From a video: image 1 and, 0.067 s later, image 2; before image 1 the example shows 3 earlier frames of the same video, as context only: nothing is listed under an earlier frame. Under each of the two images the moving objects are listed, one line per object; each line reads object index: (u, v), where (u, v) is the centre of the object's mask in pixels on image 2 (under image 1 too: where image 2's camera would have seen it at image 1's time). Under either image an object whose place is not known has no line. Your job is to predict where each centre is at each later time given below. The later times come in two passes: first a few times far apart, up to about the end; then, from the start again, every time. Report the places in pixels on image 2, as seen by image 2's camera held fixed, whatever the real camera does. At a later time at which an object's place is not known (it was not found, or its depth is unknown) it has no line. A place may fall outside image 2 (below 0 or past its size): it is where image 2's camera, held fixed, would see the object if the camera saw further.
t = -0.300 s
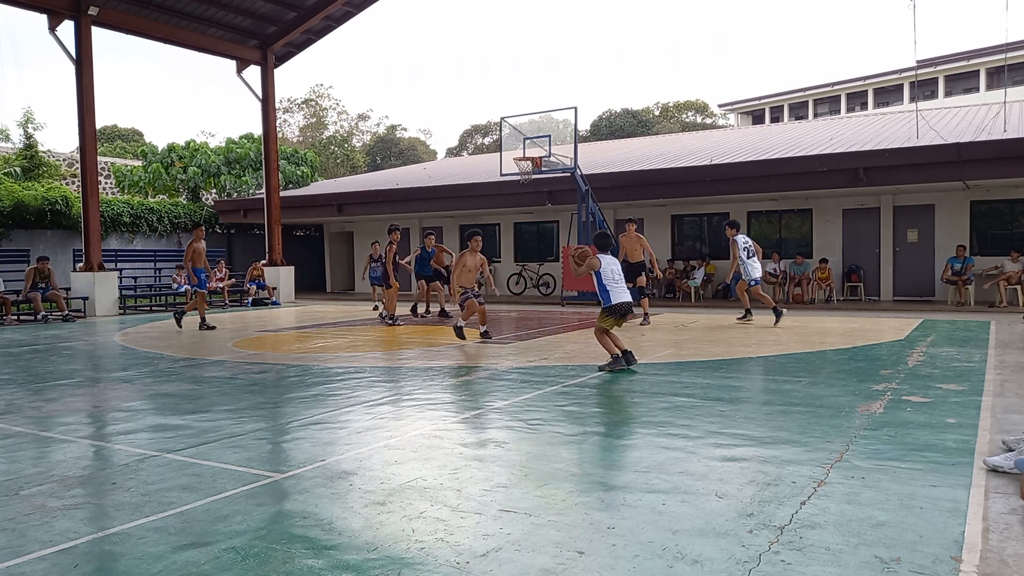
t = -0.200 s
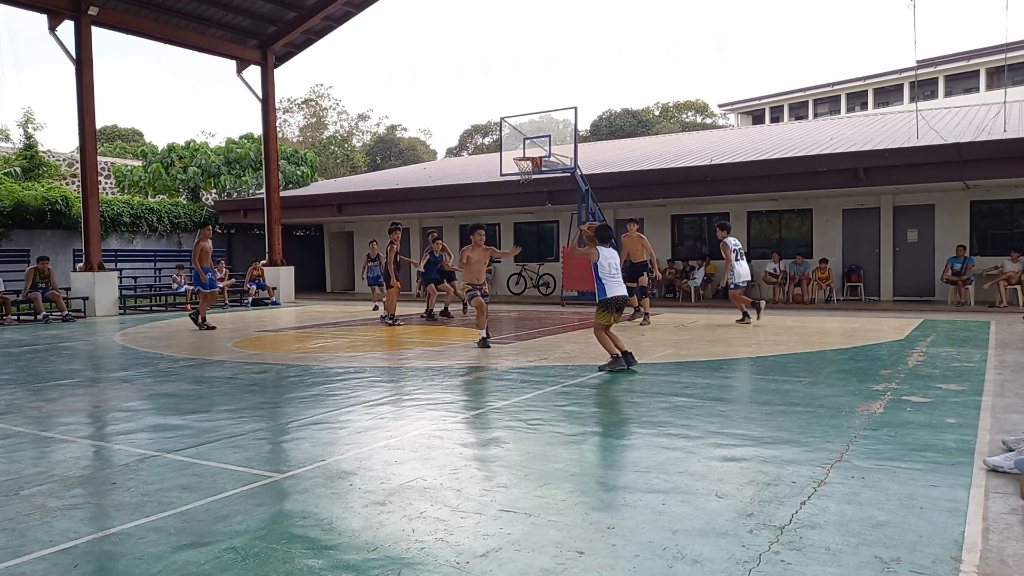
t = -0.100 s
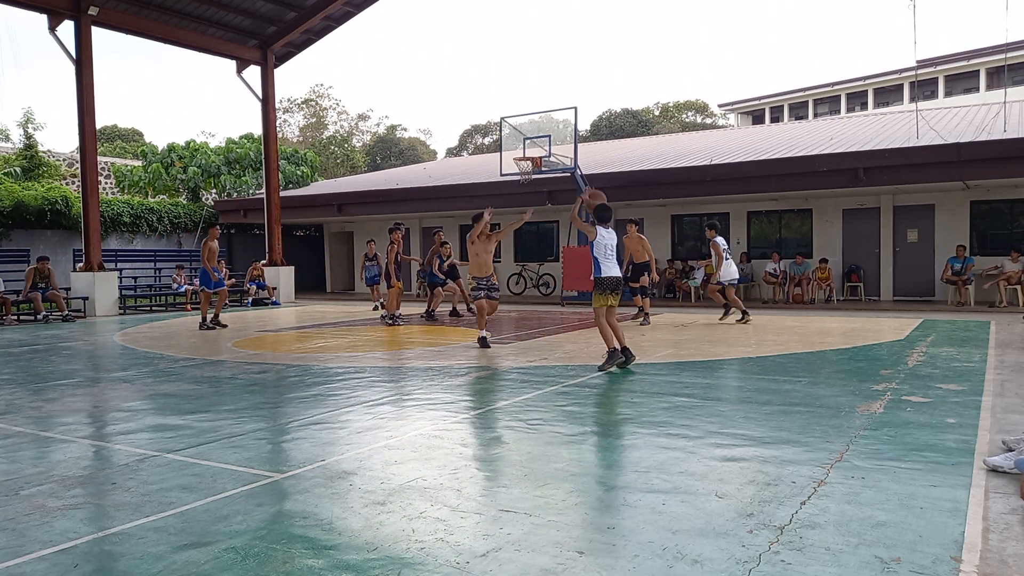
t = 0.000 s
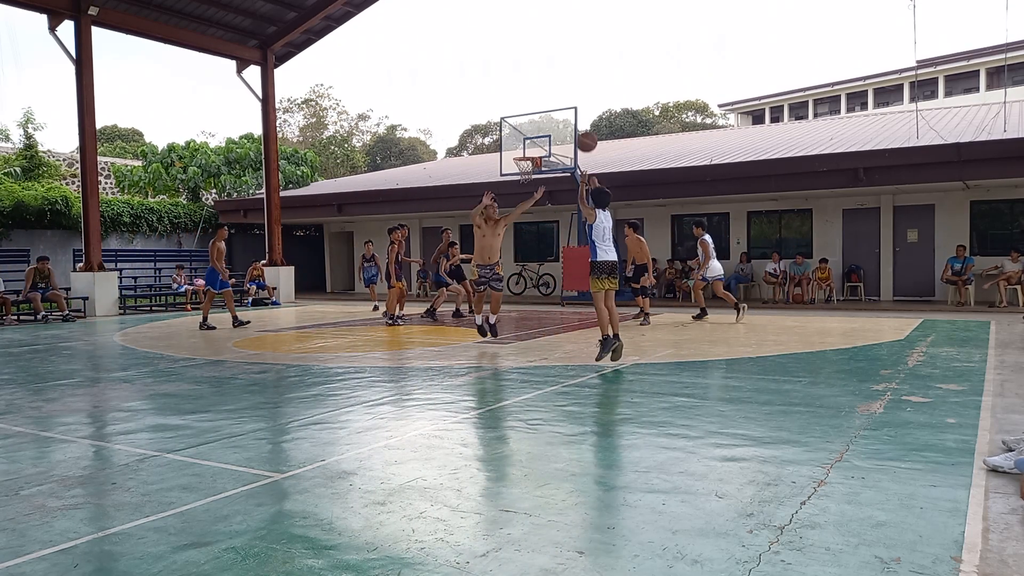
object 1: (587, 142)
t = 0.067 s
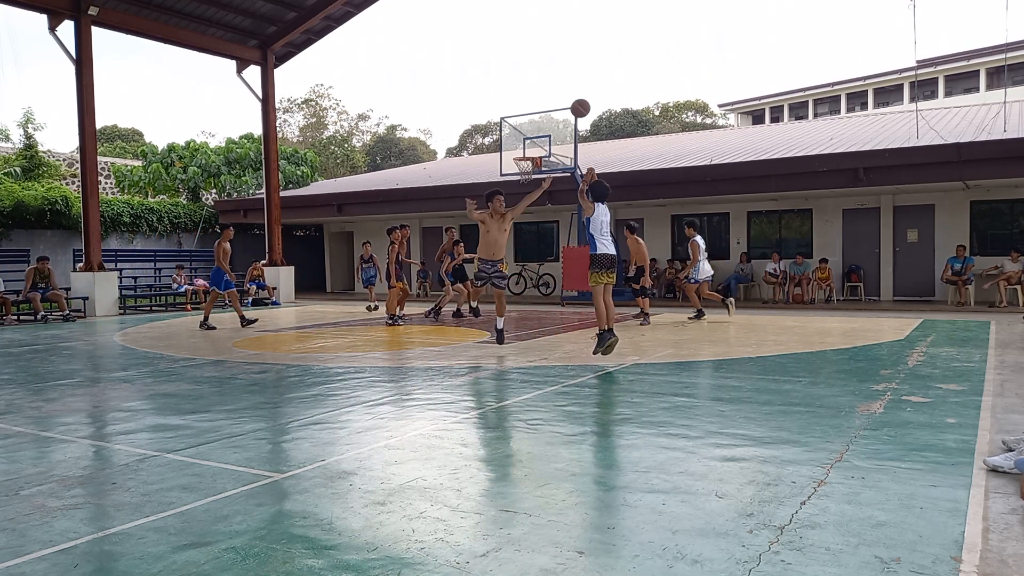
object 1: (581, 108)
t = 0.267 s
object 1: (564, 41)
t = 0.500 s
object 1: (550, 12)
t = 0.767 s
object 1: (536, 28)
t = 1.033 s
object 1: (526, 79)
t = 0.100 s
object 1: (578, 93)
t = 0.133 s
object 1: (575, 81)
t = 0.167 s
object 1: (572, 69)
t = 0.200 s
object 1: (569, 58)
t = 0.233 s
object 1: (567, 49)
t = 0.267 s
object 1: (564, 41)
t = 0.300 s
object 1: (562, 34)
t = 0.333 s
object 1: (560, 28)
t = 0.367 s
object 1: (558, 23)
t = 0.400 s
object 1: (555, 19)
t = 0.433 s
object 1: (553, 16)
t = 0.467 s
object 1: (551, 14)
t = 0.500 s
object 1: (550, 12)
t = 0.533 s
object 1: (548, 12)
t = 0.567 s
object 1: (546, 12)
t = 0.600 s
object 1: (544, 13)
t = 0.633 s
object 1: (542, 15)
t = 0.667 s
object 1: (541, 17)
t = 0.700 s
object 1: (539, 20)
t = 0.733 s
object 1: (538, 23)
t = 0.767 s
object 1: (536, 28)
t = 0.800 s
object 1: (535, 32)
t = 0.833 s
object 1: (533, 38)
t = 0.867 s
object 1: (532, 43)
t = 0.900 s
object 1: (531, 49)
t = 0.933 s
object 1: (529, 56)
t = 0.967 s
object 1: (528, 63)
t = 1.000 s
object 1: (527, 71)
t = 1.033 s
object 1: (526, 79)
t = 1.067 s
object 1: (524, 87)
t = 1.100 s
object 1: (523, 96)
